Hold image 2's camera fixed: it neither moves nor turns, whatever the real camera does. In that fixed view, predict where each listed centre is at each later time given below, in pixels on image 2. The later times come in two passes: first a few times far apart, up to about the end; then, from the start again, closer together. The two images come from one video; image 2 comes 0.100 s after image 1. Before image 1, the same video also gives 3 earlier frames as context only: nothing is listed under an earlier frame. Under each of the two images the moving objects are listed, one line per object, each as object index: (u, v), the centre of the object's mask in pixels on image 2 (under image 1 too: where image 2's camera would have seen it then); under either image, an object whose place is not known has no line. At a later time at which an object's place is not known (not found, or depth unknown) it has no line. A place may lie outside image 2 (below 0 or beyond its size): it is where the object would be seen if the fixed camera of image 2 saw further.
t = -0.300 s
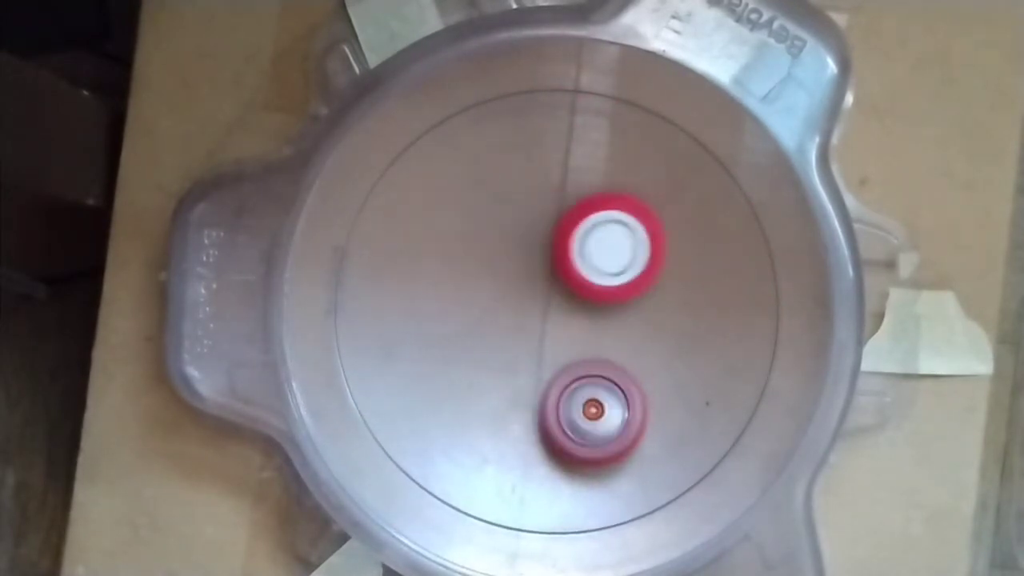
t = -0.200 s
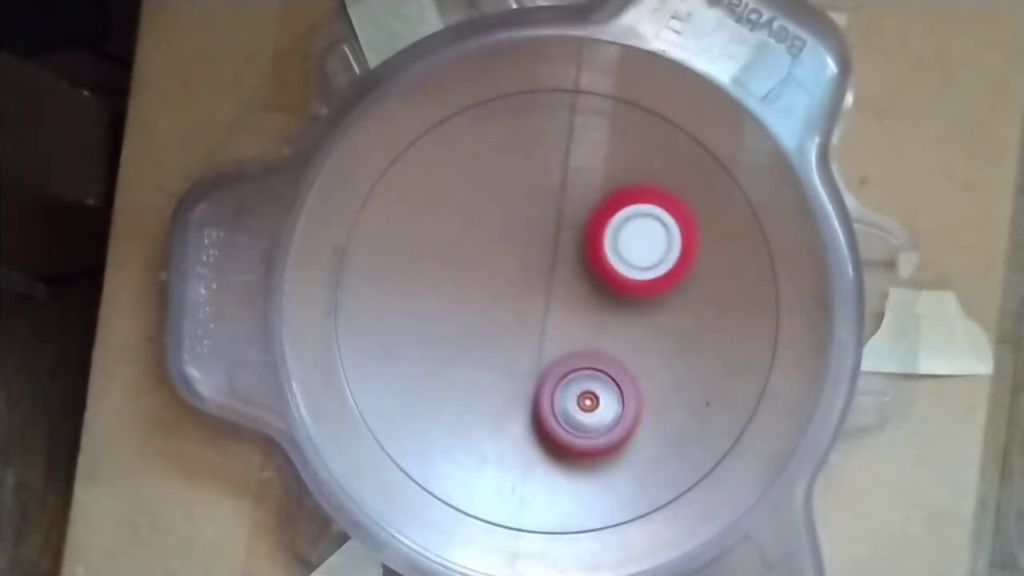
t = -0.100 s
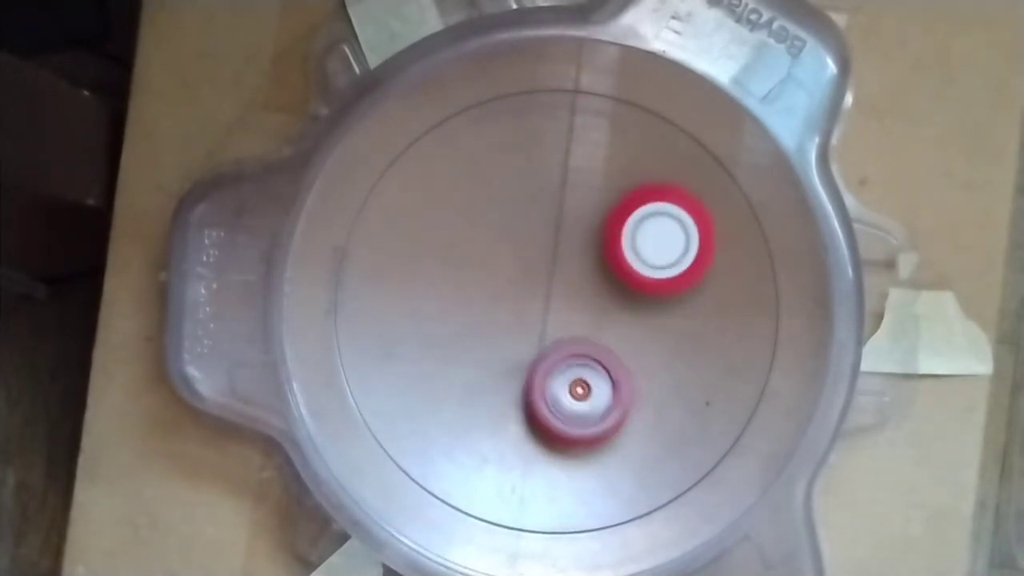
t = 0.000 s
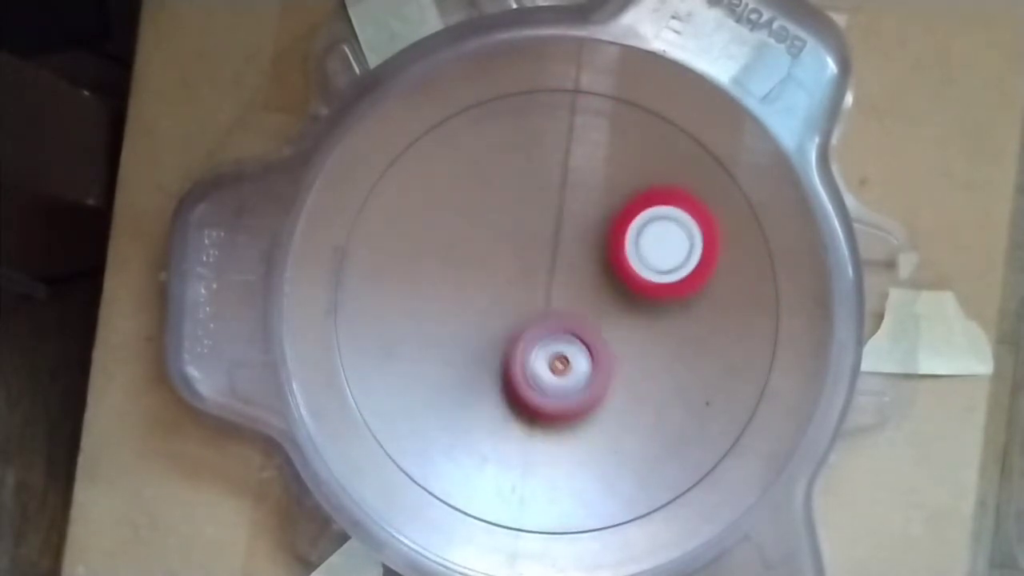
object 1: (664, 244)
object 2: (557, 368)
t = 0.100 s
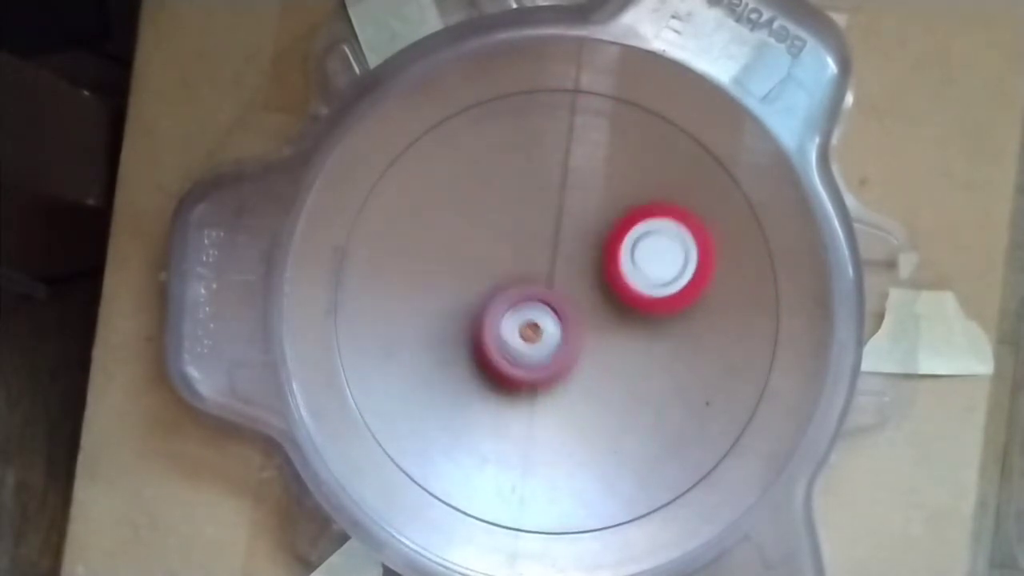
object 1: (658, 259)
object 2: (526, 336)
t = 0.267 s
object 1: (629, 303)
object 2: (478, 284)
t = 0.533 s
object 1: (586, 396)
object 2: (465, 262)
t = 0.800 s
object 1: (567, 419)
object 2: (493, 266)
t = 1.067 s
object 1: (480, 450)
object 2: (640, 188)
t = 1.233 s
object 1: (445, 464)
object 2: (685, 149)
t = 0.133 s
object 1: (655, 264)
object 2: (516, 325)
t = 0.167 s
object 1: (648, 272)
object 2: (506, 312)
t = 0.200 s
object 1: (644, 283)
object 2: (496, 302)
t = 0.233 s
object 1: (638, 292)
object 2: (486, 293)
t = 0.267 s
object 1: (629, 303)
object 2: (478, 284)
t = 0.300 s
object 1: (624, 316)
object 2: (472, 277)
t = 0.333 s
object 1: (617, 326)
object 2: (467, 270)
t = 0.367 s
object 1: (610, 340)
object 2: (463, 265)
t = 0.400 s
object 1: (606, 352)
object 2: (461, 262)
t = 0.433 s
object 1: (599, 363)
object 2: (462, 262)
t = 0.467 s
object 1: (594, 376)
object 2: (462, 262)
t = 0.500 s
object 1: (591, 385)
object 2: (464, 262)
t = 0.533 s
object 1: (586, 396)
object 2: (465, 262)
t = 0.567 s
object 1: (584, 404)
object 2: (468, 262)
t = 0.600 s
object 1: (581, 410)
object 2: (471, 263)
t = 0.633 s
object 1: (578, 417)
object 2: (474, 265)
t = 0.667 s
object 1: (577, 419)
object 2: (476, 265)
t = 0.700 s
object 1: (573, 421)
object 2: (479, 266)
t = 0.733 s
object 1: (572, 423)
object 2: (482, 267)
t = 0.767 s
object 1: (570, 420)
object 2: (487, 267)
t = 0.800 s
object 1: (567, 419)
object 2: (493, 266)
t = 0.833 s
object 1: (565, 414)
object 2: (502, 268)
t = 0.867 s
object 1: (560, 408)
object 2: (513, 269)
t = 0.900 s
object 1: (558, 403)
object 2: (526, 270)
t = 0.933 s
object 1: (554, 394)
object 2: (540, 270)
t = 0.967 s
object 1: (547, 388)
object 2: (555, 268)
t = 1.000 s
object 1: (524, 409)
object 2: (586, 238)
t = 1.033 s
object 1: (501, 436)
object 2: (615, 209)
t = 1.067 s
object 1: (480, 450)
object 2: (640, 188)
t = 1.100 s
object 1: (469, 459)
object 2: (657, 173)
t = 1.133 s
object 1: (462, 464)
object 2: (670, 161)
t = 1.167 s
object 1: (452, 468)
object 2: (683, 149)
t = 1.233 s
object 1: (445, 464)
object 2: (685, 149)
